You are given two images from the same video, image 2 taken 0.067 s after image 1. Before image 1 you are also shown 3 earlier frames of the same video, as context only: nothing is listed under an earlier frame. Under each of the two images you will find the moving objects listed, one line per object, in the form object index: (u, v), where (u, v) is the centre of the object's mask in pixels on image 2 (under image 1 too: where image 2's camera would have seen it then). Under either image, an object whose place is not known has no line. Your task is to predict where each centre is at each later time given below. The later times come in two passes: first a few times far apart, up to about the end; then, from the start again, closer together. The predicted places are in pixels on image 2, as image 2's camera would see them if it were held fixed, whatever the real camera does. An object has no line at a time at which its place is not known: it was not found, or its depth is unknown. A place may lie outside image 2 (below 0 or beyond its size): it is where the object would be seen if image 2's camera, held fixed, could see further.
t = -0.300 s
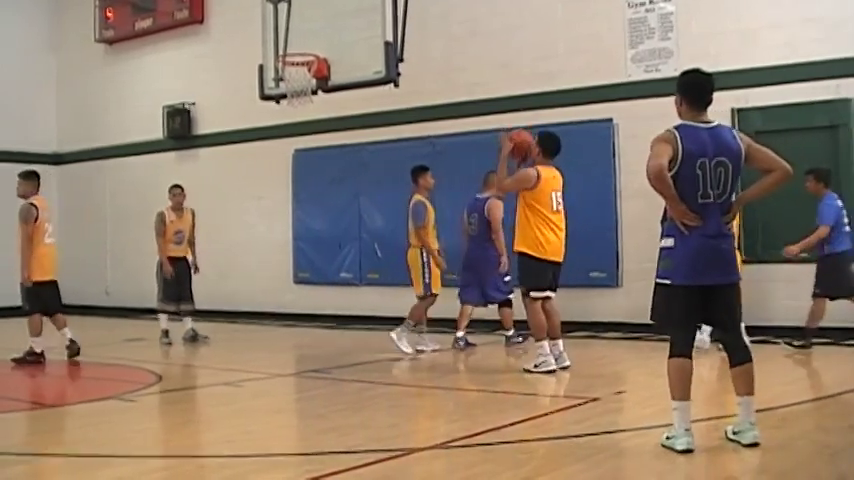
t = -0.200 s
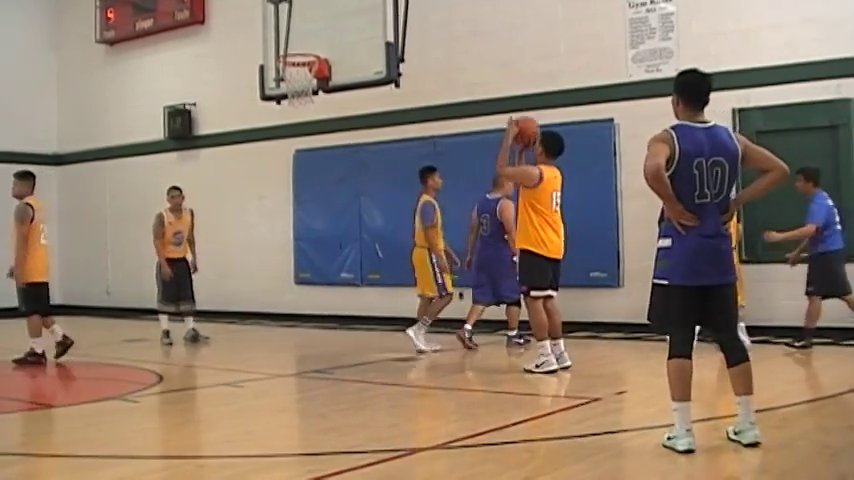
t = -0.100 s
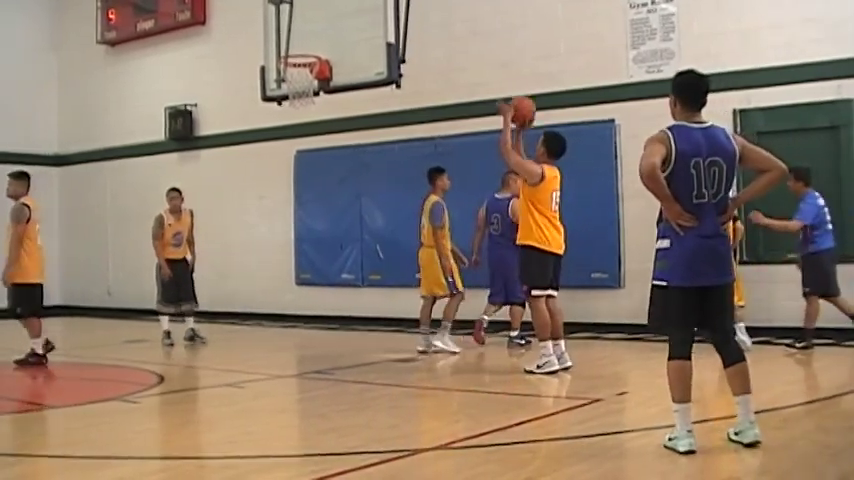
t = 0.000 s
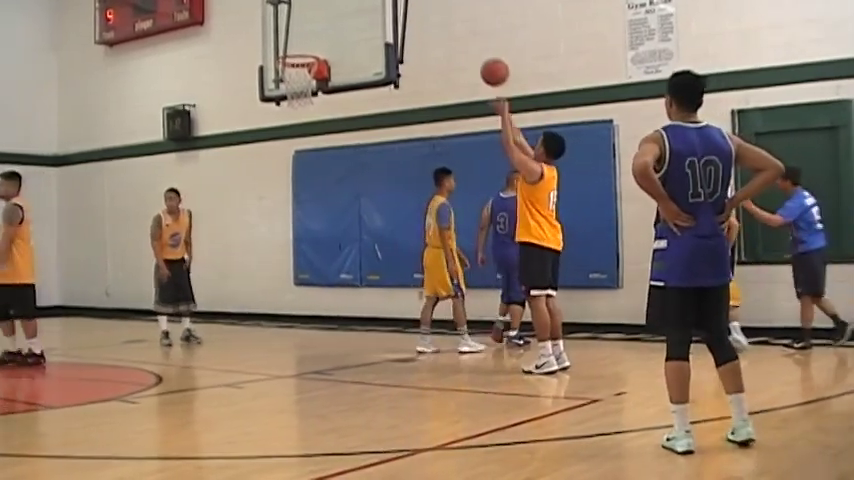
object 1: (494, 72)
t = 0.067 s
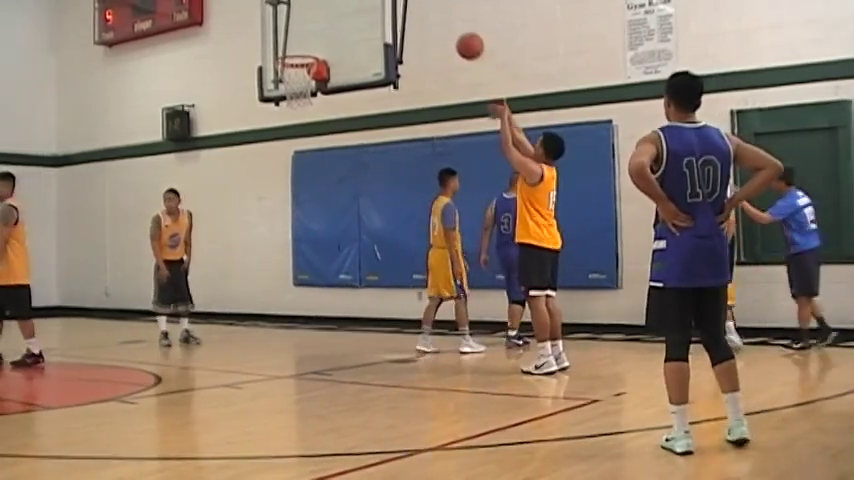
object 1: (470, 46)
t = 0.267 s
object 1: (406, 7)
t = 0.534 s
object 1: (337, 11)
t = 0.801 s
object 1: (289, 70)
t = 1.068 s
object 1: (322, 161)
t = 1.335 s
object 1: (354, 316)
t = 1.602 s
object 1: (380, 226)
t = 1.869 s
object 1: (408, 161)
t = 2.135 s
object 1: (438, 164)
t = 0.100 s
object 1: (458, 35)
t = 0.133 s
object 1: (447, 25)
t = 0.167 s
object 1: (436, 18)
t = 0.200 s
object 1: (426, 12)
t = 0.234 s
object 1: (416, 9)
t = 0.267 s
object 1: (406, 7)
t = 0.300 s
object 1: (397, 5)
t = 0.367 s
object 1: (378, 4)
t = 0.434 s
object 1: (361, 5)
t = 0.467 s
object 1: (353, 6)
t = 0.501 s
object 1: (345, 8)
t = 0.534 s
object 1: (337, 11)
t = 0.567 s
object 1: (329, 17)
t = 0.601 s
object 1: (321, 23)
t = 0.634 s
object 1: (314, 30)
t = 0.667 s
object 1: (307, 39)
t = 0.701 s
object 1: (300, 47)
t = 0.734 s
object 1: (294, 56)
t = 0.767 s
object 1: (287, 64)
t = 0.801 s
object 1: (289, 70)
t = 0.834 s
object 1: (294, 80)
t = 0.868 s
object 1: (297, 90)
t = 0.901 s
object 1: (302, 99)
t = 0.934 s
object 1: (307, 109)
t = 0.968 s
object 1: (311, 119)
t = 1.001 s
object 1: (314, 133)
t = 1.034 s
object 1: (319, 145)
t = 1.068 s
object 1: (322, 161)
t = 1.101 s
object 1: (327, 176)
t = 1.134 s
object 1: (330, 193)
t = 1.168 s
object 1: (334, 210)
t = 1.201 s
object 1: (339, 230)
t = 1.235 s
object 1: (342, 250)
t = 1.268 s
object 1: (346, 271)
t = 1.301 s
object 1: (350, 293)
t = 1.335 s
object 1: (354, 316)
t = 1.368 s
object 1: (358, 334)
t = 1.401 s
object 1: (361, 316)
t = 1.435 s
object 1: (364, 298)
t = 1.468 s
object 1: (367, 282)
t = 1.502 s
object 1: (370, 267)
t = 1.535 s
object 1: (373, 251)
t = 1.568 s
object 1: (376, 238)
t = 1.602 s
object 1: (380, 226)
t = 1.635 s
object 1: (383, 213)
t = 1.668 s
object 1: (387, 202)
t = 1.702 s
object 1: (391, 193)
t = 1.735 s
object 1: (394, 185)
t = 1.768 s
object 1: (398, 177)
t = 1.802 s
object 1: (401, 171)
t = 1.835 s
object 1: (404, 165)
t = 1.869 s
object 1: (408, 161)
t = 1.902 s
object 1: (412, 157)
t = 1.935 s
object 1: (416, 155)
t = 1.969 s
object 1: (419, 154)
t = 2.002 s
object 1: (423, 154)
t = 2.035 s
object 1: (427, 155)
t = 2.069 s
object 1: (431, 157)
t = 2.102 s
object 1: (435, 160)
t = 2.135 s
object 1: (438, 164)
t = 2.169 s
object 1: (443, 170)
